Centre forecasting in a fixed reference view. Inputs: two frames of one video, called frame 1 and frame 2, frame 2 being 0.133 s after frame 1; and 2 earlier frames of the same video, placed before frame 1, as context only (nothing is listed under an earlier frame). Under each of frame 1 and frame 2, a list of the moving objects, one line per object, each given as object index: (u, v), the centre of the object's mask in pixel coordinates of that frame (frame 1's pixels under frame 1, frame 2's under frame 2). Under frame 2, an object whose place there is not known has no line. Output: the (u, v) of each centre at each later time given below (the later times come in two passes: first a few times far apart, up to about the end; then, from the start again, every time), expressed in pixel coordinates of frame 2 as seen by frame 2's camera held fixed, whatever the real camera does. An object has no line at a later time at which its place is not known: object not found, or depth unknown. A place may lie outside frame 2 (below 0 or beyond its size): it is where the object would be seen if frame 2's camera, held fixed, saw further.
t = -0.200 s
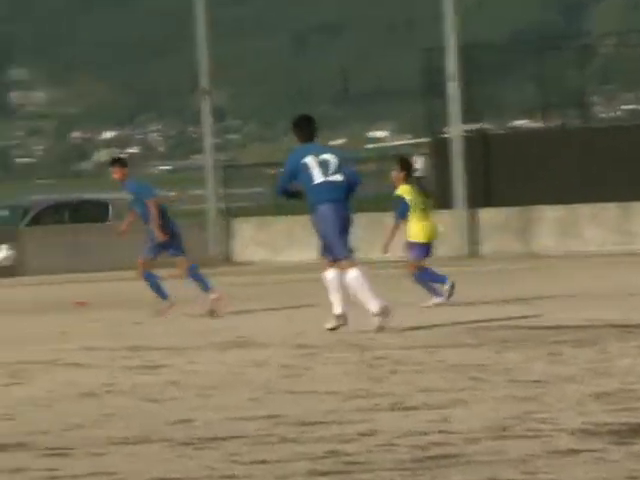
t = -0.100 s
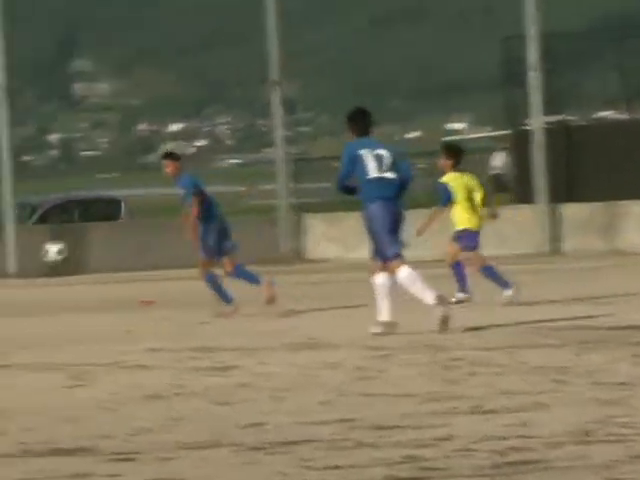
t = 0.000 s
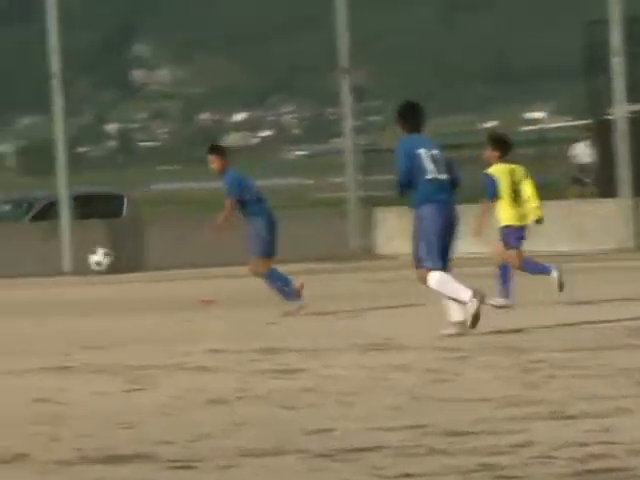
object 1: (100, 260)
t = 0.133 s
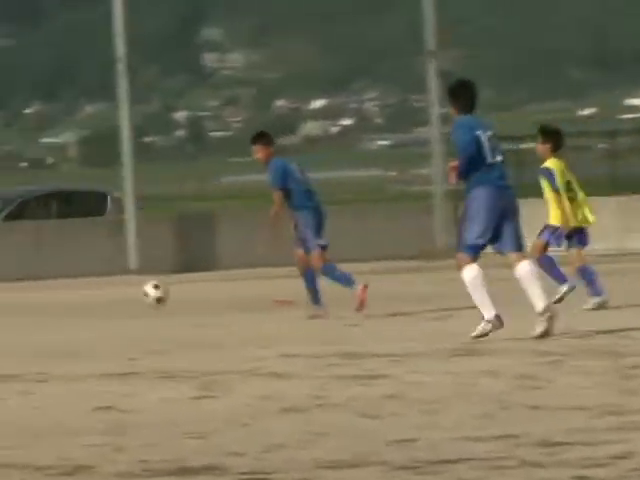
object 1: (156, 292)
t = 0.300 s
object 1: (133, 293)
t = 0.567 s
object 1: (105, 285)
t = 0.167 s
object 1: (151, 305)
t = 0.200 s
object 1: (147, 316)
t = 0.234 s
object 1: (141, 308)
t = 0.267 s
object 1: (138, 299)
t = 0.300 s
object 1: (133, 293)
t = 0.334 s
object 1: (129, 289)
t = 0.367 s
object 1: (124, 285)
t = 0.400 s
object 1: (120, 282)
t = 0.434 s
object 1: (117, 281)
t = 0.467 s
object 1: (114, 279)
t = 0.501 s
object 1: (109, 281)
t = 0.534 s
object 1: (107, 282)
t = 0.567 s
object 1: (105, 285)
